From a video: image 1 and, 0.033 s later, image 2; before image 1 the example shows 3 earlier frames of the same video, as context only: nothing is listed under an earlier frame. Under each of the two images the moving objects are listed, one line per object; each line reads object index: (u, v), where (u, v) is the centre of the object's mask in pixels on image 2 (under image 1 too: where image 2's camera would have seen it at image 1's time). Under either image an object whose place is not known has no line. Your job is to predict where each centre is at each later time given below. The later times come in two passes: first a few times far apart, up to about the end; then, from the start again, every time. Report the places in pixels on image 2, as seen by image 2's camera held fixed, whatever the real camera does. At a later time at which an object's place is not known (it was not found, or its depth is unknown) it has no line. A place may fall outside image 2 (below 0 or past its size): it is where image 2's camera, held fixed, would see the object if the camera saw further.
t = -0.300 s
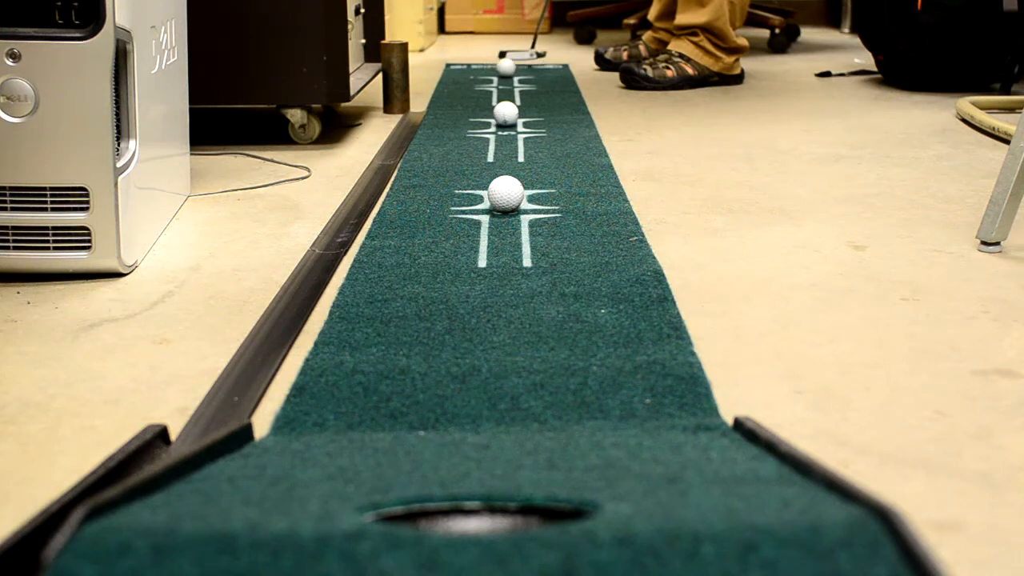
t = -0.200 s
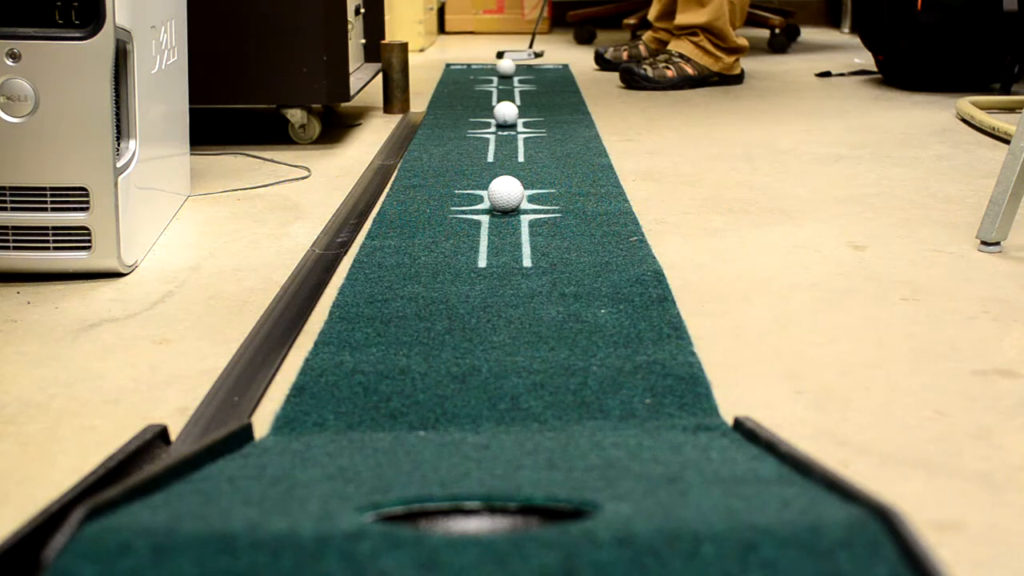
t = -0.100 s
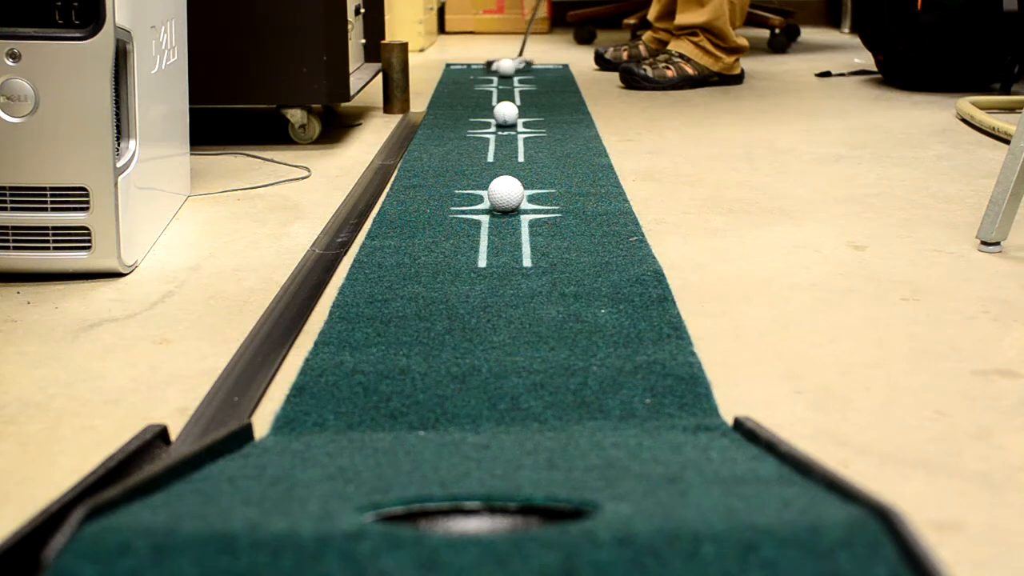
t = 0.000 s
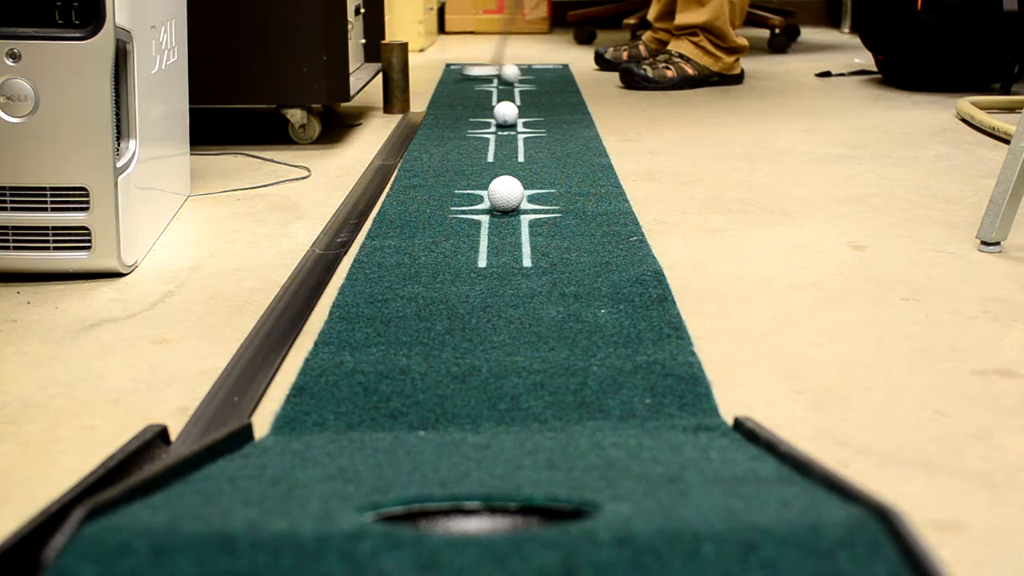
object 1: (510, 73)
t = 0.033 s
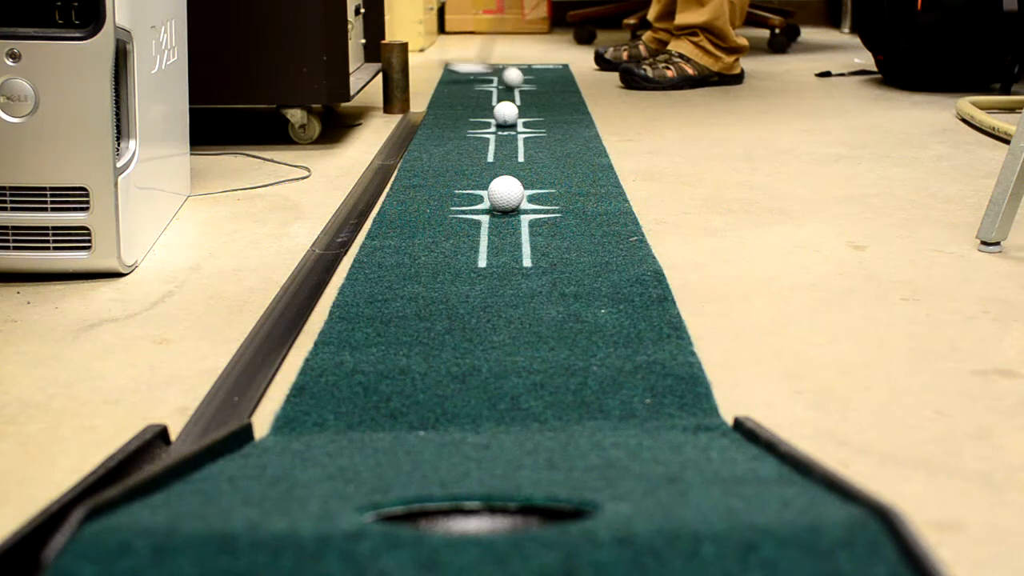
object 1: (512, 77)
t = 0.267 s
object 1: (531, 108)
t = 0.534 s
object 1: (556, 154)
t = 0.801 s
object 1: (587, 222)
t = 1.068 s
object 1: (620, 337)
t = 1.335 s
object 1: (633, 431)
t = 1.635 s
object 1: (581, 473)
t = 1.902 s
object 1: (506, 489)
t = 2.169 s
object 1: (455, 486)
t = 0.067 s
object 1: (515, 81)
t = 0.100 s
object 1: (518, 85)
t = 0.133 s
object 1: (521, 90)
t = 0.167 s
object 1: (523, 95)
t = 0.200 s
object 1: (526, 99)
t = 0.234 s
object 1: (529, 103)
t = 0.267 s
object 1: (531, 108)
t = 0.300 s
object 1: (533, 114)
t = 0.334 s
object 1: (536, 118)
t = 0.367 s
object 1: (539, 123)
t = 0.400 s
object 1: (543, 129)
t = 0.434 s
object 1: (545, 135)
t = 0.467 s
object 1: (549, 141)
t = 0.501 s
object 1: (552, 148)
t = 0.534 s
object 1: (556, 154)
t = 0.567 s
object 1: (559, 161)
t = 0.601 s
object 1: (562, 168)
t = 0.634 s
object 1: (566, 176)
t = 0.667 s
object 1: (570, 184)
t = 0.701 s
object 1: (574, 193)
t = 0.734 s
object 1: (579, 202)
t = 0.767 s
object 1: (583, 212)
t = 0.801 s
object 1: (587, 222)
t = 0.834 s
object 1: (592, 232)
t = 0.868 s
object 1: (596, 245)
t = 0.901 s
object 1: (601, 256)
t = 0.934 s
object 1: (605, 272)
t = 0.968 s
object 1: (609, 284)
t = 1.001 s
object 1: (613, 302)
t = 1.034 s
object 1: (616, 317)
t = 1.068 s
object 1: (620, 337)
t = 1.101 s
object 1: (622, 358)
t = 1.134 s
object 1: (625, 378)
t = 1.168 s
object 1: (629, 396)
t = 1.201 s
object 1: (631, 403)
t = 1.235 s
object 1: (632, 410)
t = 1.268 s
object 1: (633, 417)
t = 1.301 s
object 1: (634, 424)
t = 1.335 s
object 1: (633, 431)
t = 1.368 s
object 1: (632, 438)
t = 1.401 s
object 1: (630, 444)
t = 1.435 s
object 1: (625, 449)
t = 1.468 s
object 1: (621, 453)
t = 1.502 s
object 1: (615, 457)
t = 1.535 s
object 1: (608, 461)
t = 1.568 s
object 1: (599, 465)
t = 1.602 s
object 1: (590, 469)
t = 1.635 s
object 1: (581, 473)
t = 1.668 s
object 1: (571, 477)
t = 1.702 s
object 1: (561, 481)
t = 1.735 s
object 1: (551, 483)
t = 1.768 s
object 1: (541, 486)
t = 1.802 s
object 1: (532, 487)
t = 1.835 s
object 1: (523, 488)
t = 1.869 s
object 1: (514, 490)
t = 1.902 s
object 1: (506, 489)
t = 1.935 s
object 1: (497, 489)
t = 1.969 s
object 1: (489, 490)
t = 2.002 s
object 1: (481, 489)
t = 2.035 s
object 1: (473, 489)
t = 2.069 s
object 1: (467, 489)
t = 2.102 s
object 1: (462, 486)
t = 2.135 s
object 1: (457, 486)
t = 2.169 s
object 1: (455, 486)
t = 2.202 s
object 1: (453, 485)
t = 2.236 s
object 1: (453, 485)
